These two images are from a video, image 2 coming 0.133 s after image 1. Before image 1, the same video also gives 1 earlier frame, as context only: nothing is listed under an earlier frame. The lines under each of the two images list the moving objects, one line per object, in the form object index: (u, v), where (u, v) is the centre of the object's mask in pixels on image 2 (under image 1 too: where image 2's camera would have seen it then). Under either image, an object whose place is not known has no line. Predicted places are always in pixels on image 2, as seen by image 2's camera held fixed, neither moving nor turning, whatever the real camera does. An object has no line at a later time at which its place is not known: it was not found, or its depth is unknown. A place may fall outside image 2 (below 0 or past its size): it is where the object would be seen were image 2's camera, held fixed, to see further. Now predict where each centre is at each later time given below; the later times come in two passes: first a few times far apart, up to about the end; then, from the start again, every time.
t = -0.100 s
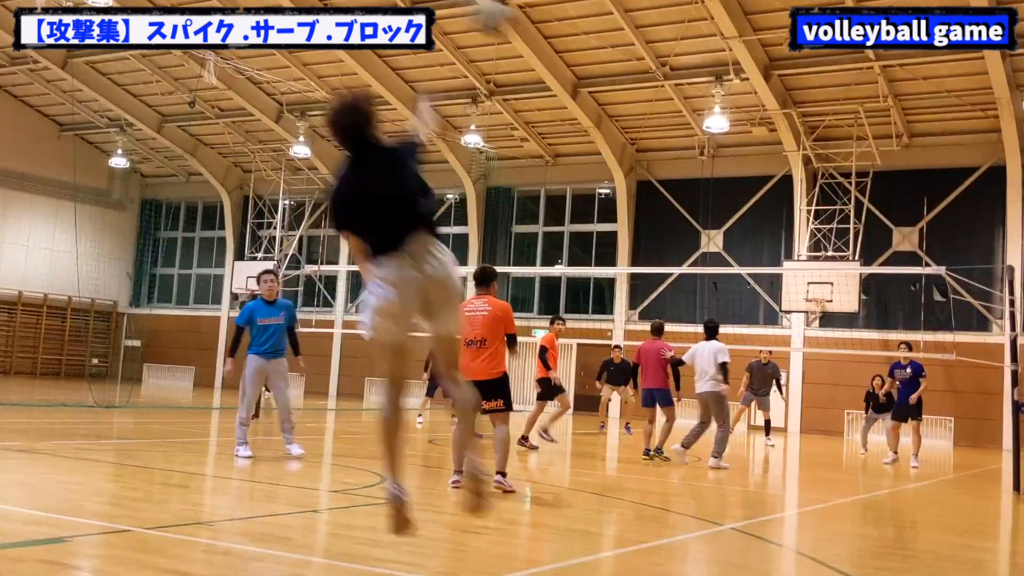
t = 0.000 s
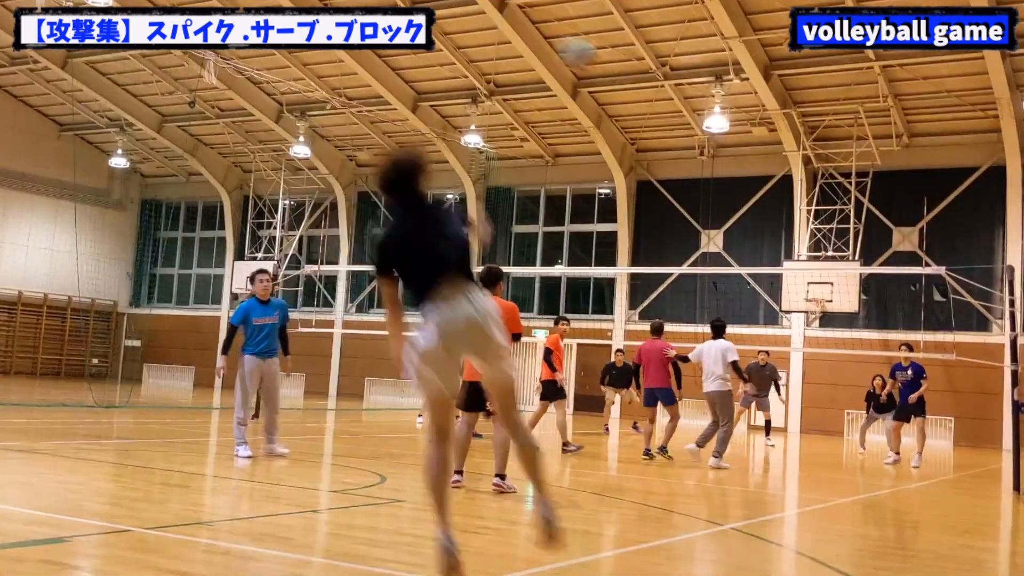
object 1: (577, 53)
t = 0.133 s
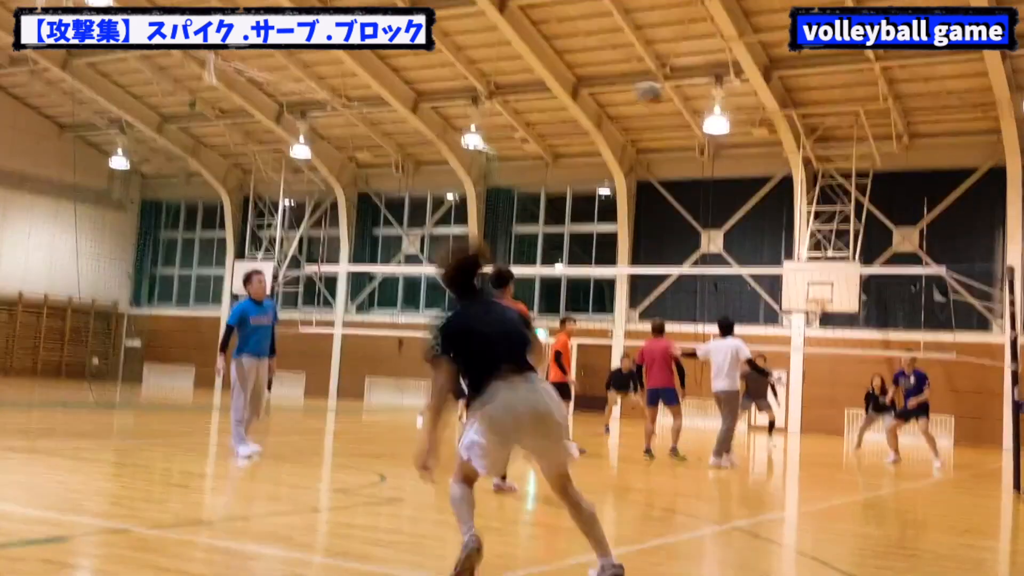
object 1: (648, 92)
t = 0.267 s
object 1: (690, 126)
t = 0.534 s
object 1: (736, 211)
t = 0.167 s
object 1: (660, 101)
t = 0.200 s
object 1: (672, 110)
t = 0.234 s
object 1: (683, 119)
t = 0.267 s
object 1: (690, 126)
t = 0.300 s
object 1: (697, 137)
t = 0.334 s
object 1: (705, 147)
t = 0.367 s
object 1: (712, 155)
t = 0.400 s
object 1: (718, 167)
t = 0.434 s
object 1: (724, 179)
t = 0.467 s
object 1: (728, 189)
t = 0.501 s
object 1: (732, 200)
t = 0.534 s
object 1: (736, 211)
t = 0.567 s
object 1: (739, 223)
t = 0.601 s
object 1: (741, 234)
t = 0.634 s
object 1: (743, 246)
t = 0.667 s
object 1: (745, 256)
